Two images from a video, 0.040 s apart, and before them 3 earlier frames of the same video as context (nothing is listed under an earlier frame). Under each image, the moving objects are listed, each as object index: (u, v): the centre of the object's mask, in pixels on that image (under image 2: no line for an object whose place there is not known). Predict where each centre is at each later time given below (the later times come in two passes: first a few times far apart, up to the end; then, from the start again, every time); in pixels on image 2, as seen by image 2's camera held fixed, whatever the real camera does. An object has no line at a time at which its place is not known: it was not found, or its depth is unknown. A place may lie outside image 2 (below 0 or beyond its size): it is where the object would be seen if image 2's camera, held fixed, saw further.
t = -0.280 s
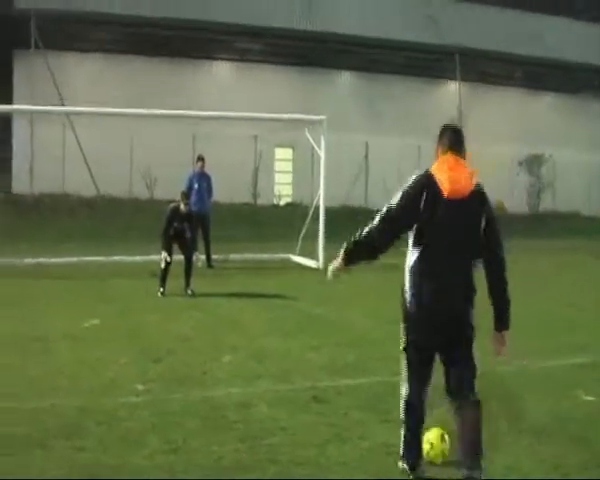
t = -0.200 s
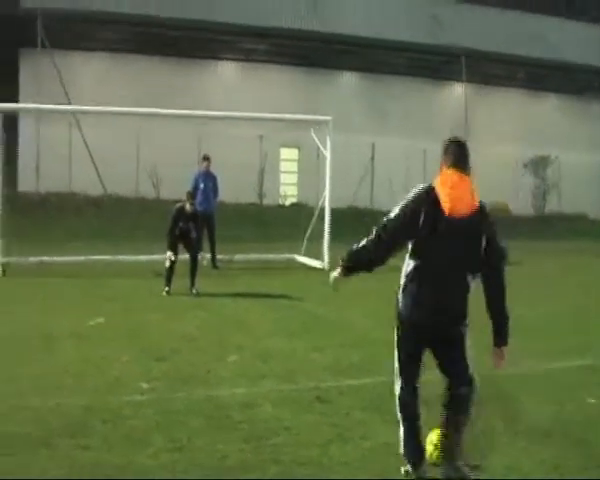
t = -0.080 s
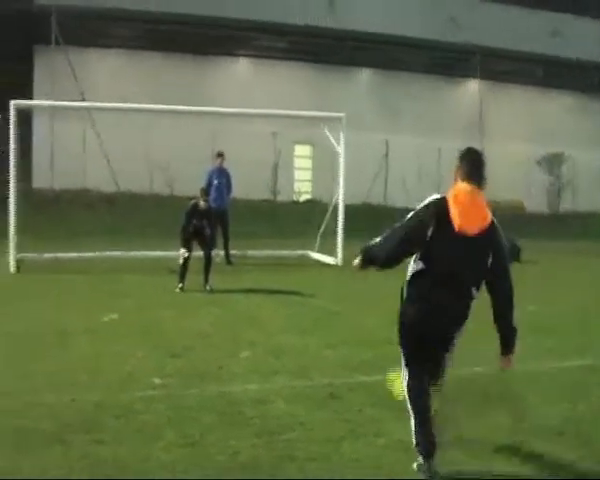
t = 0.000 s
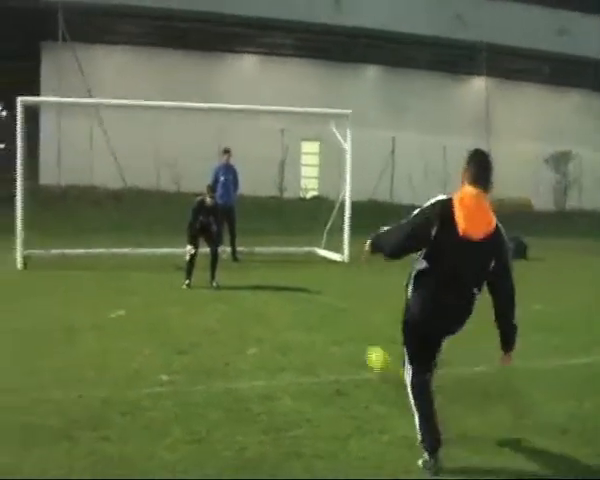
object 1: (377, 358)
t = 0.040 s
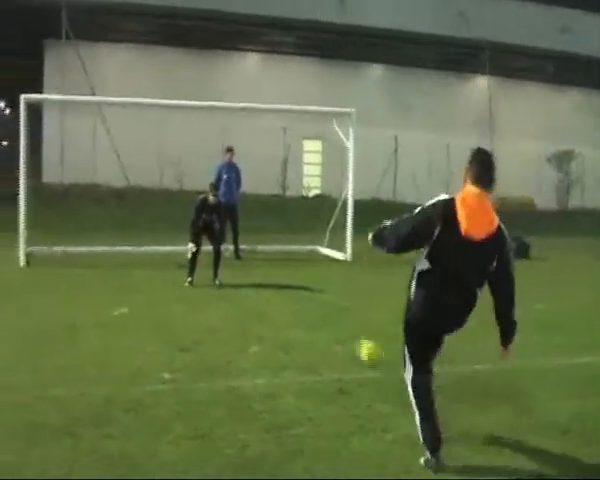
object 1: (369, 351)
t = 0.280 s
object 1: (316, 309)
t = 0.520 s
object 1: (286, 283)
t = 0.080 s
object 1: (356, 342)
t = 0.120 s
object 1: (345, 331)
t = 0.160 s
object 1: (338, 323)
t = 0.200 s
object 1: (330, 317)
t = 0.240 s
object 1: (323, 313)
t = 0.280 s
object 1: (316, 309)
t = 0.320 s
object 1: (310, 302)
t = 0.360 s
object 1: (305, 296)
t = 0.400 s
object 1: (300, 293)
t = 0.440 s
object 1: (294, 290)
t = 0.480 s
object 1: (290, 287)
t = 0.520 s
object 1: (286, 283)
